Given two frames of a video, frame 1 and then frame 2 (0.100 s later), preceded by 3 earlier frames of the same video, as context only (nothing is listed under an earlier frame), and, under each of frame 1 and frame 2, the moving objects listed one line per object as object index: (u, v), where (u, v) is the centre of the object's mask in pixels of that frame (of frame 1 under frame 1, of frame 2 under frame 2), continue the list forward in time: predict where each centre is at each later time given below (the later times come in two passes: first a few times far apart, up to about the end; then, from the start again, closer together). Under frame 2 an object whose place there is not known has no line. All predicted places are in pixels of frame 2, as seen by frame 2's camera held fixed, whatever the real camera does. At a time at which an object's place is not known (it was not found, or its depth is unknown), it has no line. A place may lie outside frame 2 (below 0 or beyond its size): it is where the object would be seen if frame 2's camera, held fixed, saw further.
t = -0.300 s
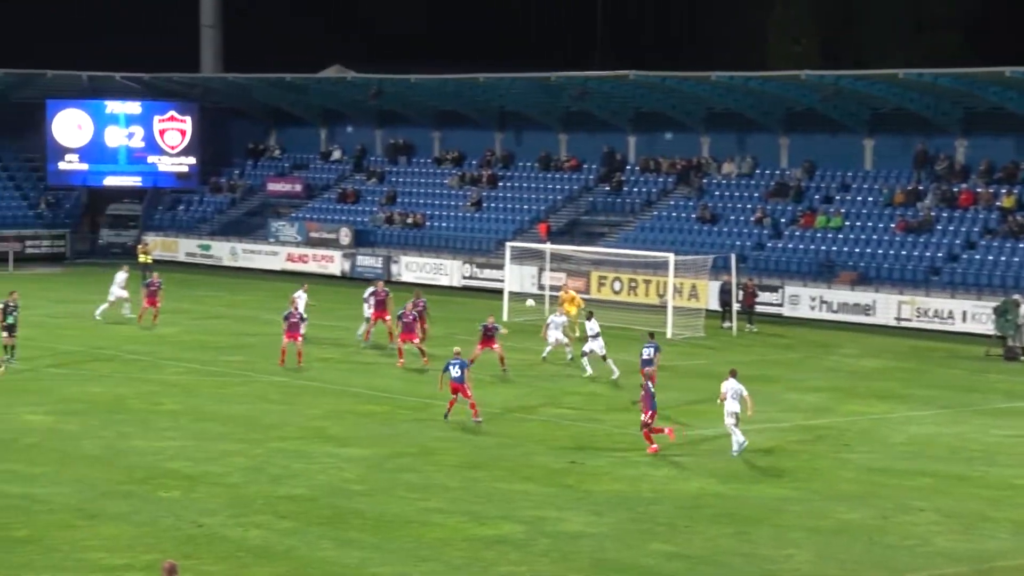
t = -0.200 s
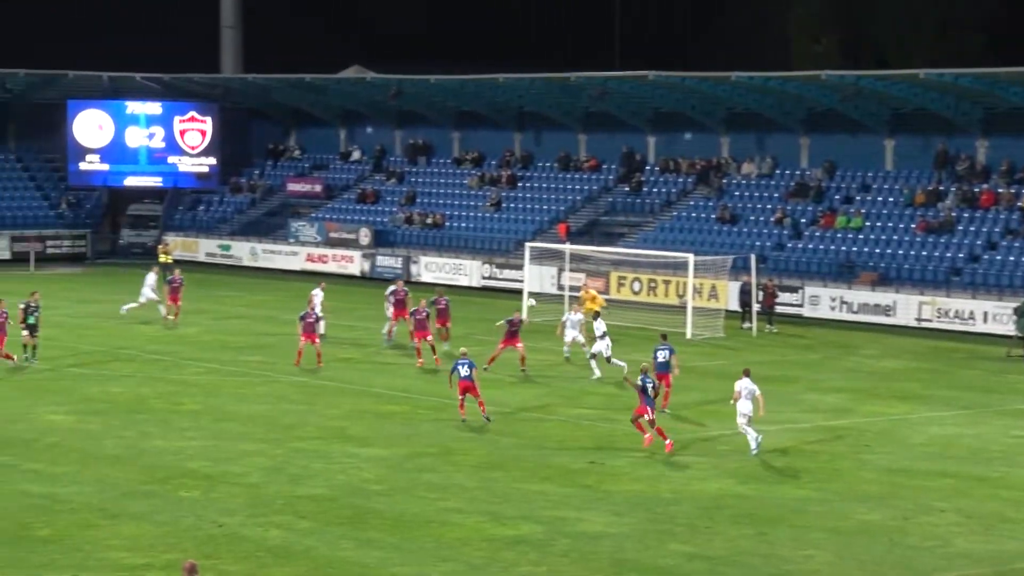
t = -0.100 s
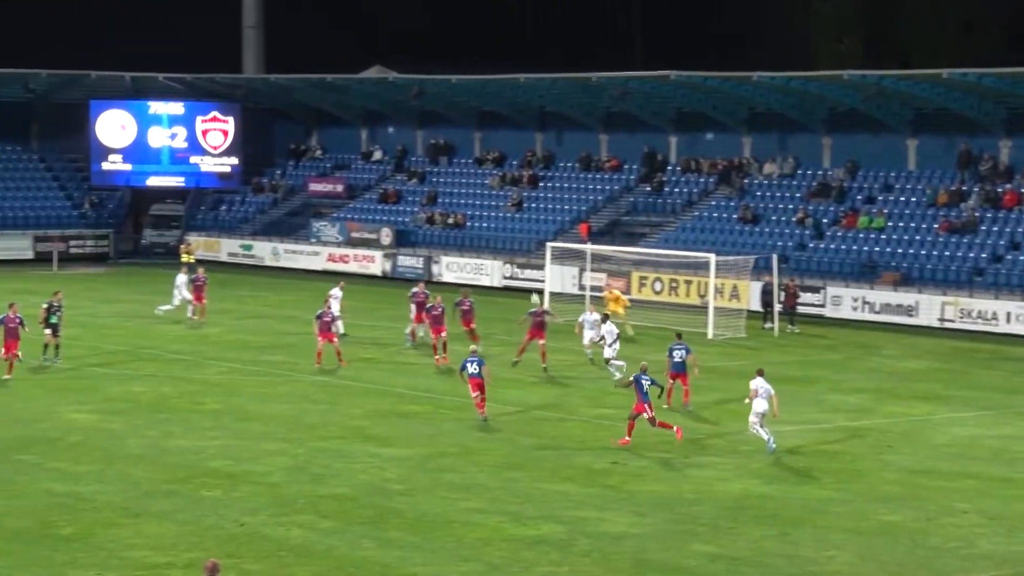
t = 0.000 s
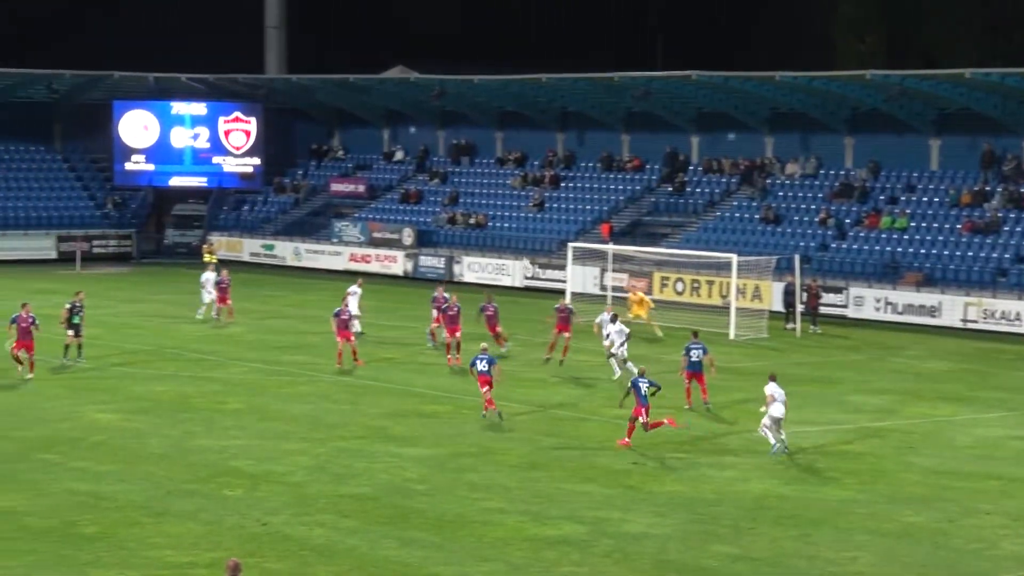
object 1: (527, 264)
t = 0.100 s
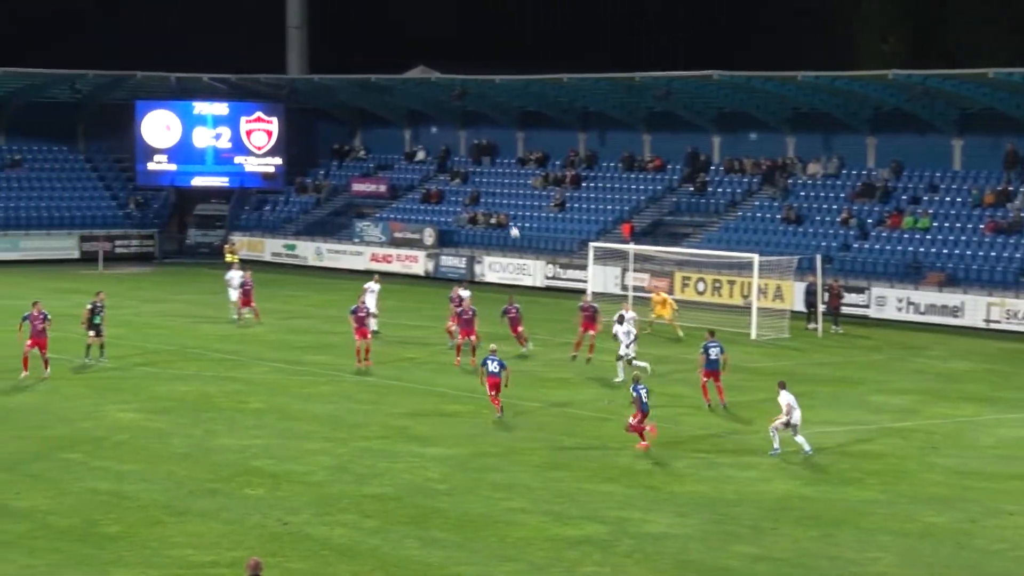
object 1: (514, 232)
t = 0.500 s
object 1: (369, 140)
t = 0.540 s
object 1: (353, 134)
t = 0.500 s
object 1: (369, 140)
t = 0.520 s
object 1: (361, 137)
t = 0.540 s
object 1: (353, 134)
